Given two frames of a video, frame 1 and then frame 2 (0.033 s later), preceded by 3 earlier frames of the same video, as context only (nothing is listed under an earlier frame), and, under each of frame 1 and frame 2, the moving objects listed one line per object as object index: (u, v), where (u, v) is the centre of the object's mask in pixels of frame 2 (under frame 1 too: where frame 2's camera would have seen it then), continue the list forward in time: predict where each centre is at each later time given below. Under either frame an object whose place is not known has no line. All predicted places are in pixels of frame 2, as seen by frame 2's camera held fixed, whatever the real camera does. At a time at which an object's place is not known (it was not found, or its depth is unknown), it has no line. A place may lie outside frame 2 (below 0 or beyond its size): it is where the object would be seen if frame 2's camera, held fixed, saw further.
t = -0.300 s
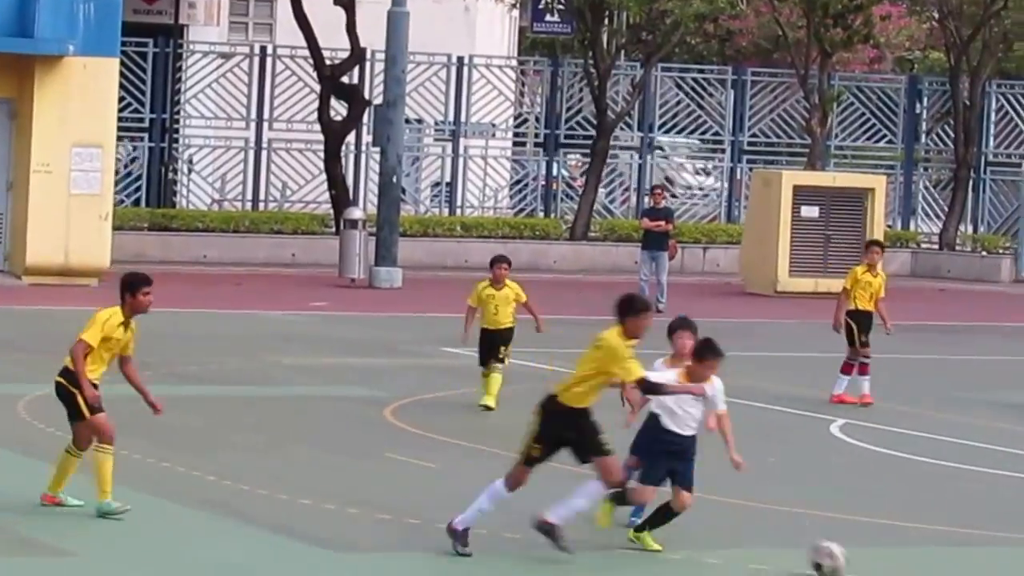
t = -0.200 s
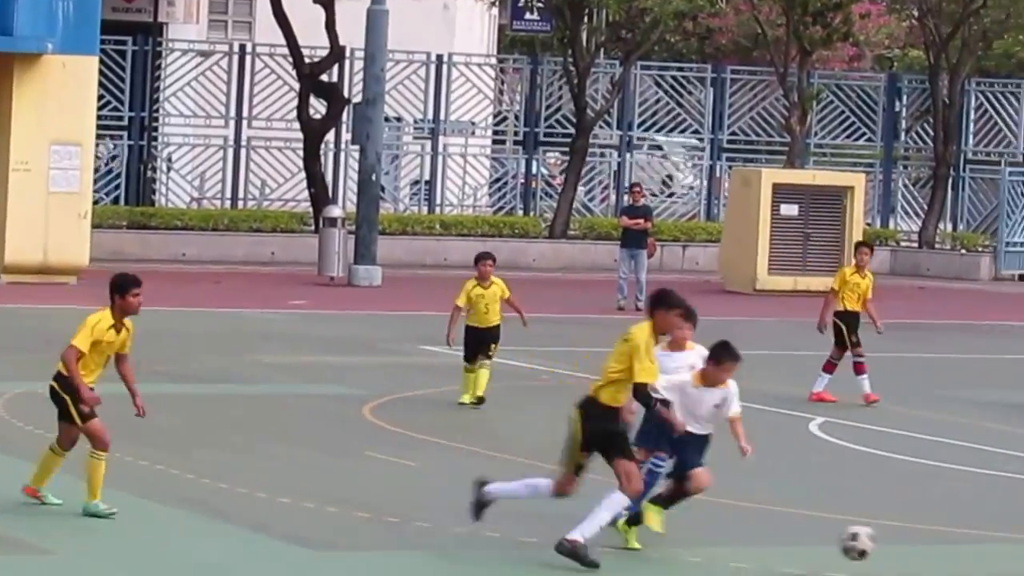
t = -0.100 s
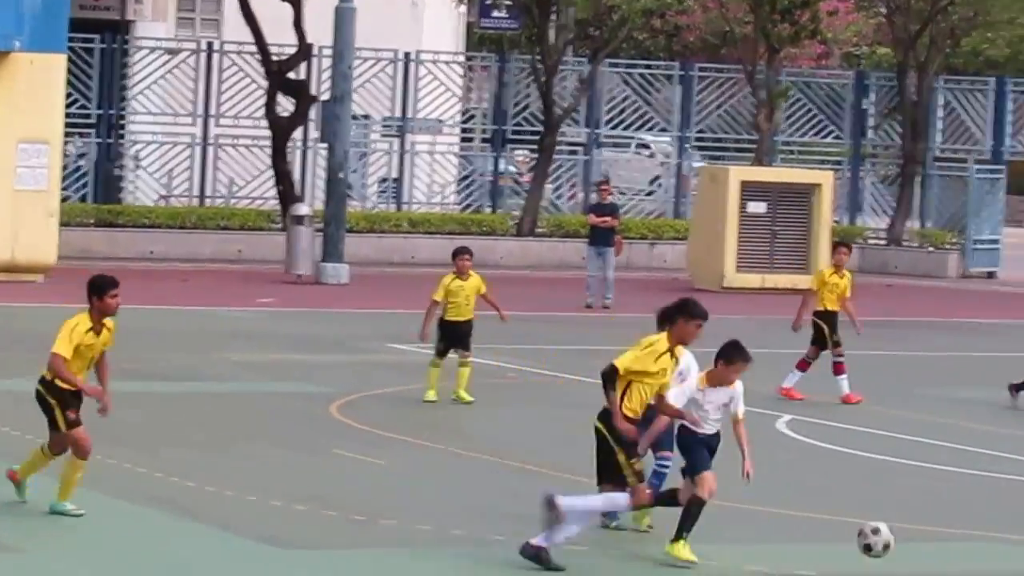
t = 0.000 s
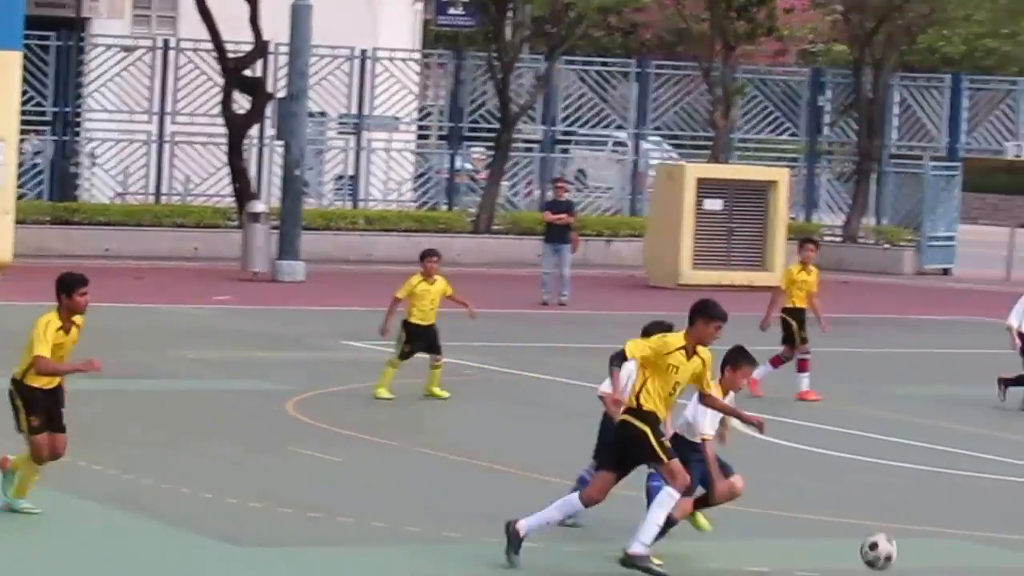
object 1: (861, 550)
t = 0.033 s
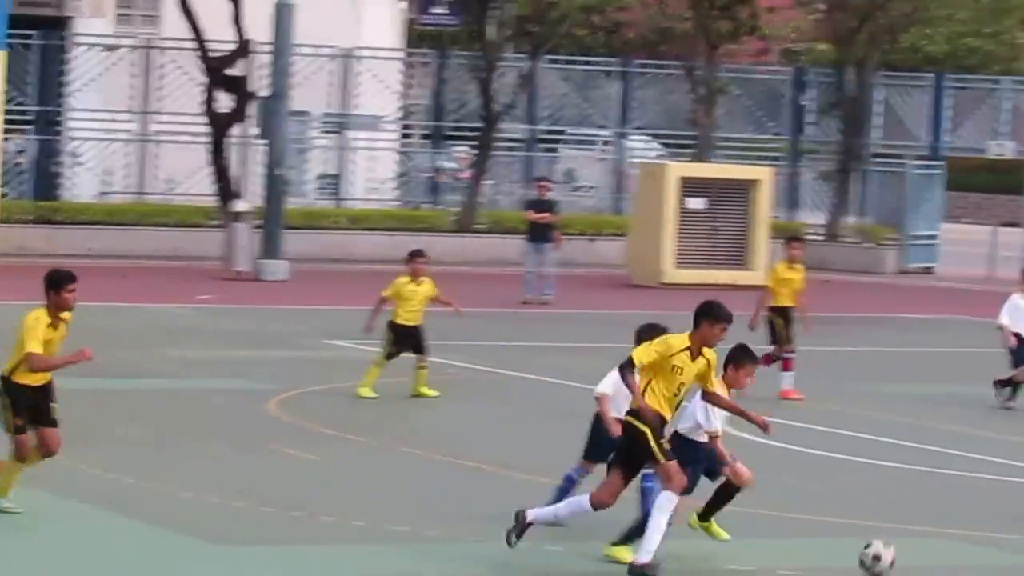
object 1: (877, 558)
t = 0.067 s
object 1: (889, 565)
